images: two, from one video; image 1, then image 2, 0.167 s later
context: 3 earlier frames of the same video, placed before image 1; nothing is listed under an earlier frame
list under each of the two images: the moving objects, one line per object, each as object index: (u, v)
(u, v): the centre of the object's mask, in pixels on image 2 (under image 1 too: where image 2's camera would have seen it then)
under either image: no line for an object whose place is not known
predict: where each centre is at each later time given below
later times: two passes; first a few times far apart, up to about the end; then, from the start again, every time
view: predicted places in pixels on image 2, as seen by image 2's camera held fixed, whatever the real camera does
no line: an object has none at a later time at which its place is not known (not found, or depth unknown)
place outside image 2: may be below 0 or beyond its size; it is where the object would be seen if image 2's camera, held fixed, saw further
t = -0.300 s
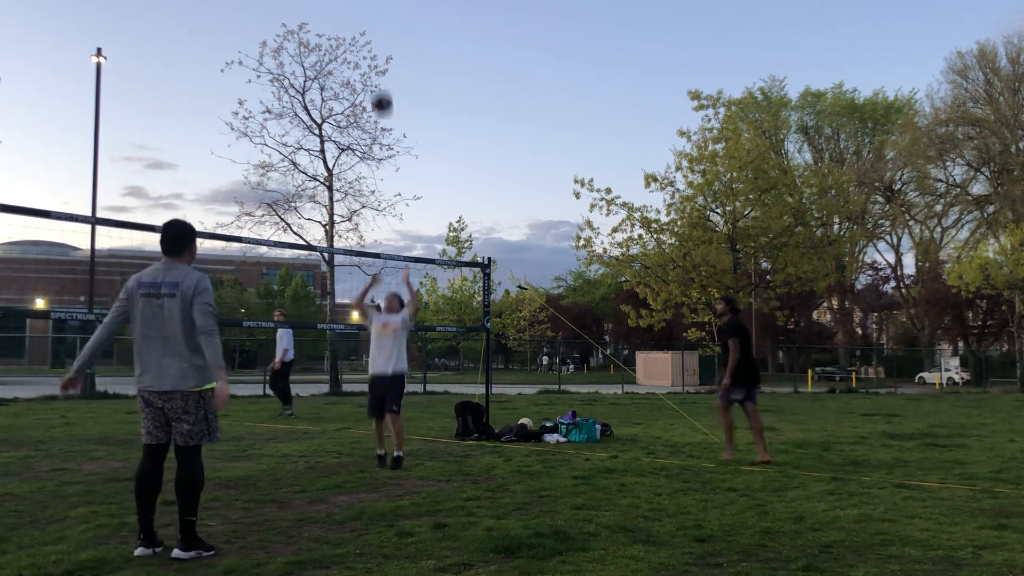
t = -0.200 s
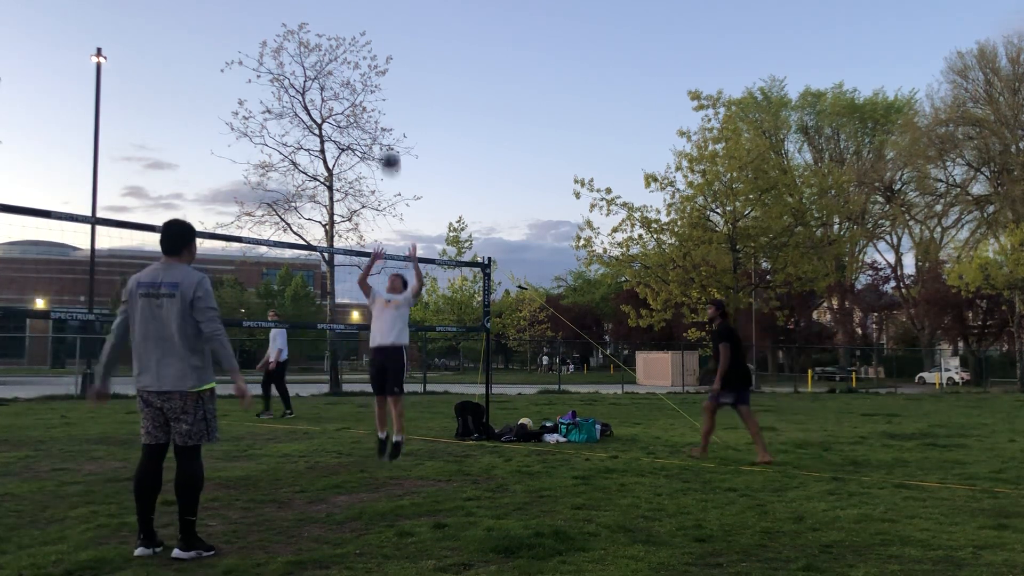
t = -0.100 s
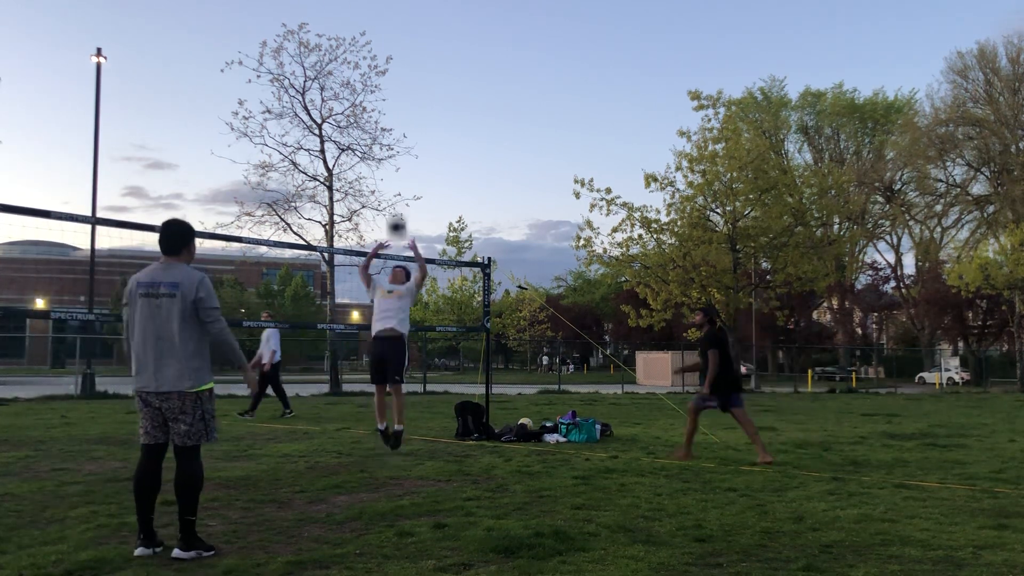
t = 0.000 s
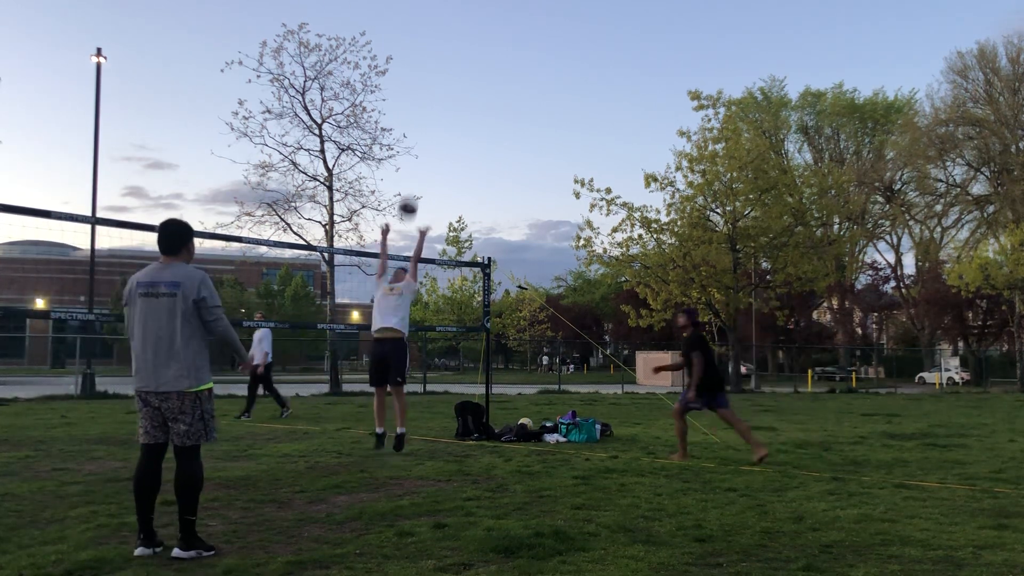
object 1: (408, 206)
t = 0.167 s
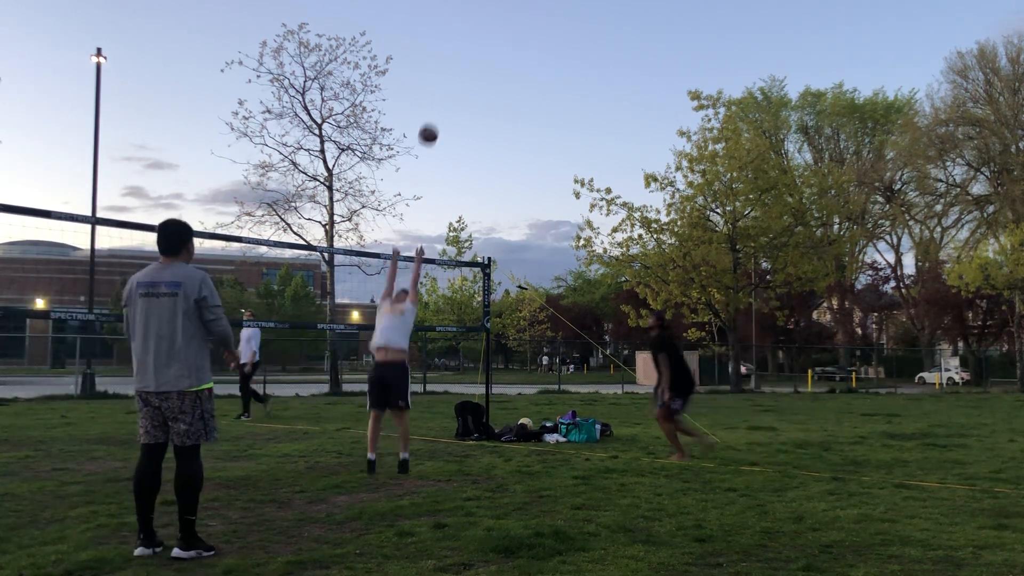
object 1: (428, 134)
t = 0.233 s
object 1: (435, 113)
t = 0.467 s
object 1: (459, 77)
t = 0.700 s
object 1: (481, 88)
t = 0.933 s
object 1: (500, 141)
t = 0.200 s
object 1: (432, 123)
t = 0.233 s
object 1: (435, 113)
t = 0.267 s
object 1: (439, 105)
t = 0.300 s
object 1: (443, 98)
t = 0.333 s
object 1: (446, 91)
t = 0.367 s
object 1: (449, 86)
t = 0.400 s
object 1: (453, 82)
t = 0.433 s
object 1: (456, 79)
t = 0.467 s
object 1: (459, 77)
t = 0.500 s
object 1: (463, 76)
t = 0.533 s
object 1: (466, 76)
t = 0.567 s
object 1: (469, 76)
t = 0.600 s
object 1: (472, 78)
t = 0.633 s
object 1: (475, 81)
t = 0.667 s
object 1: (478, 84)
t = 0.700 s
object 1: (481, 88)
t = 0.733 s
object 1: (484, 93)
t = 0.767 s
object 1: (487, 99)
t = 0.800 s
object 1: (489, 106)
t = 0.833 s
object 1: (492, 114)
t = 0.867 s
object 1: (495, 122)
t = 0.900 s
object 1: (497, 131)
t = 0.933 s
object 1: (500, 141)
